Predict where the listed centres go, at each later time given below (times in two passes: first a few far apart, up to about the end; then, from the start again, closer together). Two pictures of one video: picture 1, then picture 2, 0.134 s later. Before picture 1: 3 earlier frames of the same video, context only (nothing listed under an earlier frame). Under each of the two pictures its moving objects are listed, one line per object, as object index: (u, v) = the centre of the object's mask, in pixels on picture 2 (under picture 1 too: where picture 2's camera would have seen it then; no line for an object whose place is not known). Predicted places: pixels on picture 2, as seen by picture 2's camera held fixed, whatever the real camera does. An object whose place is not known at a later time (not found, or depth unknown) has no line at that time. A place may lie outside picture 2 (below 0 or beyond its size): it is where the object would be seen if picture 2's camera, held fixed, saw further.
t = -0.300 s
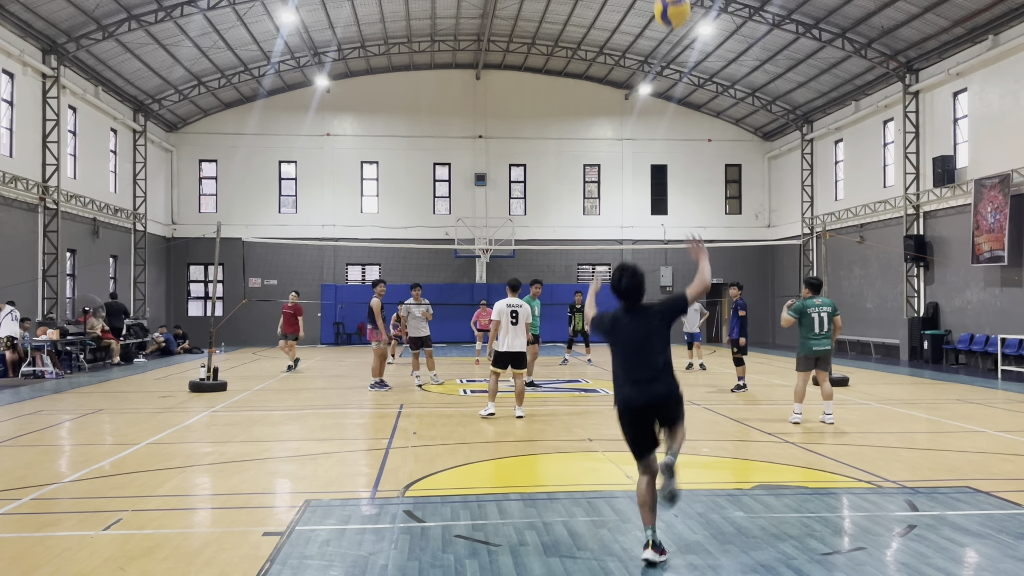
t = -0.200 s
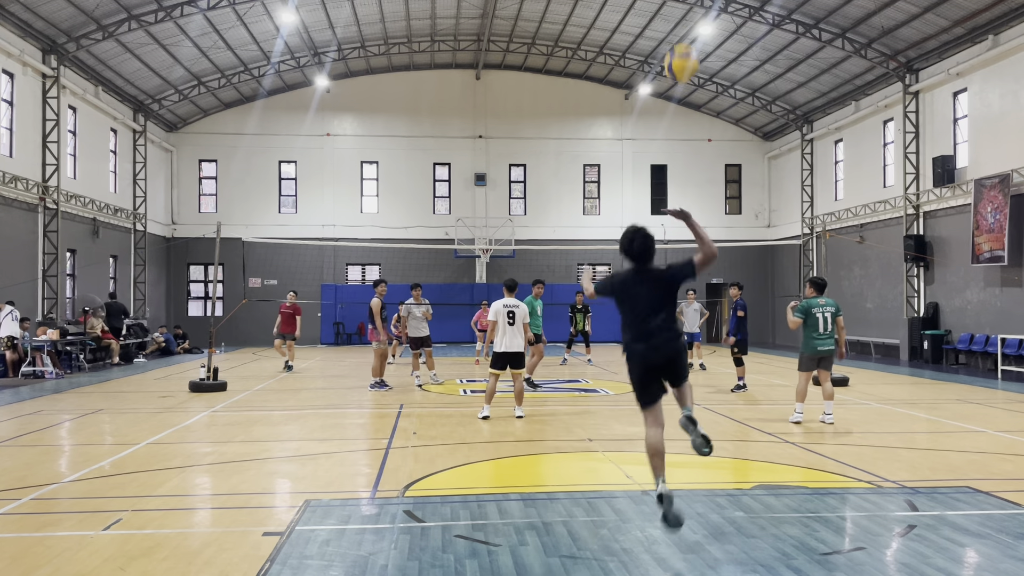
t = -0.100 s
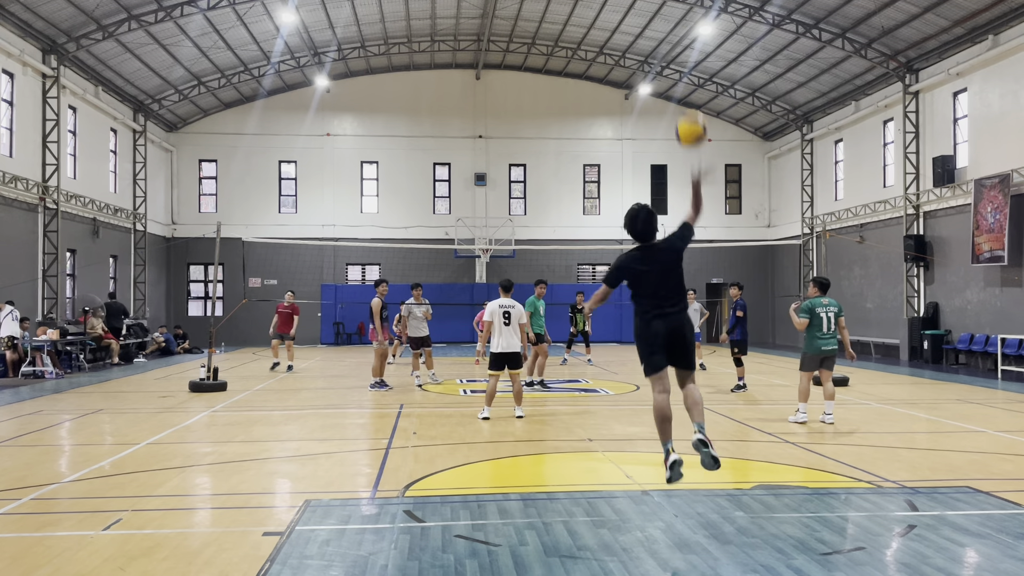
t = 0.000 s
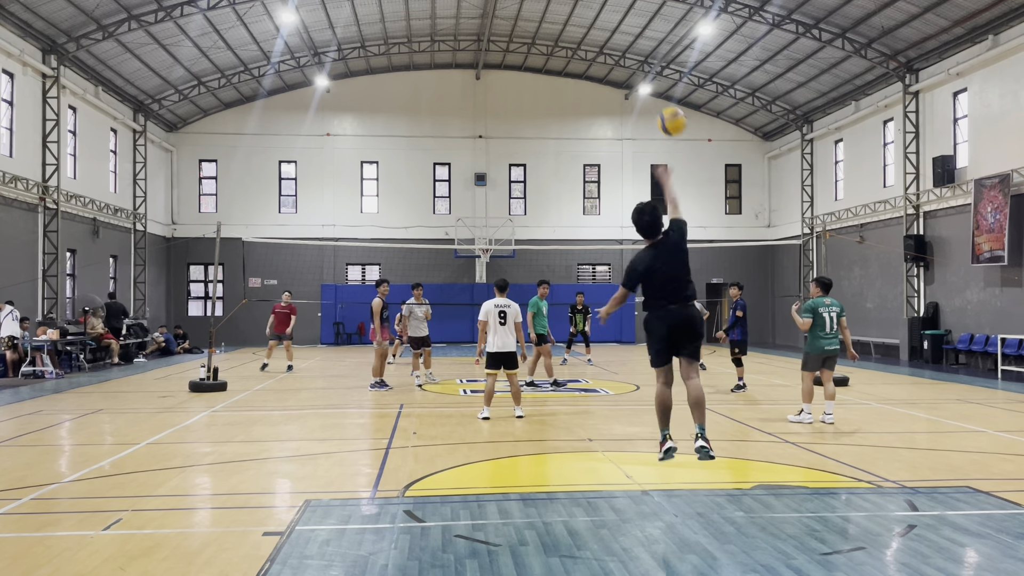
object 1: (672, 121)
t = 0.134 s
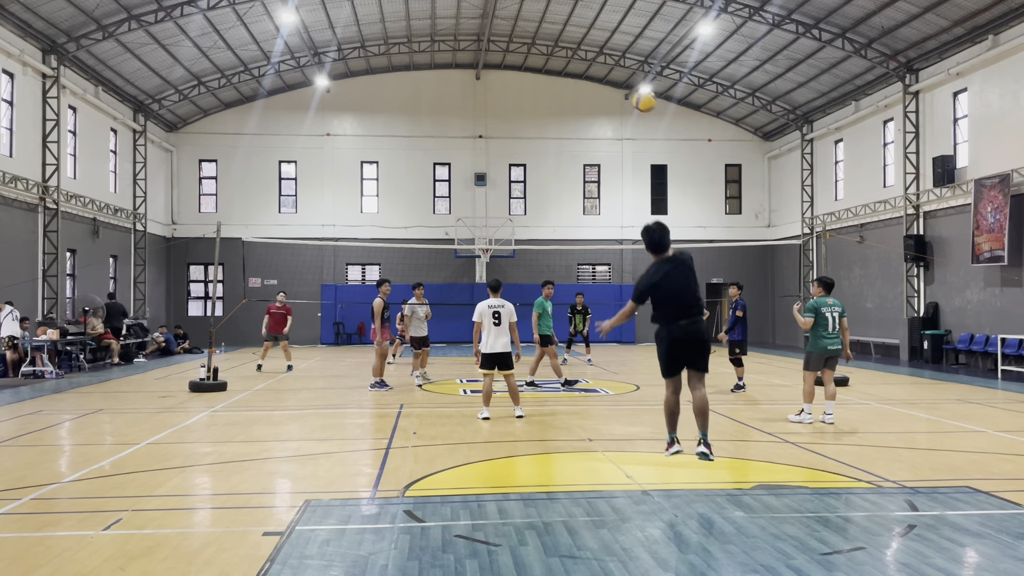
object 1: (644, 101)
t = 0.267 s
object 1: (627, 104)
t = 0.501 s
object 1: (609, 139)
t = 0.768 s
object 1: (597, 198)
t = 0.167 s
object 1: (639, 101)
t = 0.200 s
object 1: (635, 101)
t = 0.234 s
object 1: (631, 102)
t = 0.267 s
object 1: (627, 104)
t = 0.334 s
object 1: (621, 111)
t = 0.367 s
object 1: (618, 115)
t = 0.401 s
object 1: (616, 120)
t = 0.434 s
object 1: (613, 126)
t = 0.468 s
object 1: (611, 132)
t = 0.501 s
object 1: (609, 139)
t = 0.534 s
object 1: (607, 145)
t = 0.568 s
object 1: (605, 152)
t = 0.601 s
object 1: (603, 160)
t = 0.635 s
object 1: (602, 167)
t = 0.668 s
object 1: (600, 174)
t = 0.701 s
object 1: (599, 183)
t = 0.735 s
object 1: (598, 191)
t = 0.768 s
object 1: (597, 198)
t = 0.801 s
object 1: (596, 207)
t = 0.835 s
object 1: (594, 216)
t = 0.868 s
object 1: (594, 225)
